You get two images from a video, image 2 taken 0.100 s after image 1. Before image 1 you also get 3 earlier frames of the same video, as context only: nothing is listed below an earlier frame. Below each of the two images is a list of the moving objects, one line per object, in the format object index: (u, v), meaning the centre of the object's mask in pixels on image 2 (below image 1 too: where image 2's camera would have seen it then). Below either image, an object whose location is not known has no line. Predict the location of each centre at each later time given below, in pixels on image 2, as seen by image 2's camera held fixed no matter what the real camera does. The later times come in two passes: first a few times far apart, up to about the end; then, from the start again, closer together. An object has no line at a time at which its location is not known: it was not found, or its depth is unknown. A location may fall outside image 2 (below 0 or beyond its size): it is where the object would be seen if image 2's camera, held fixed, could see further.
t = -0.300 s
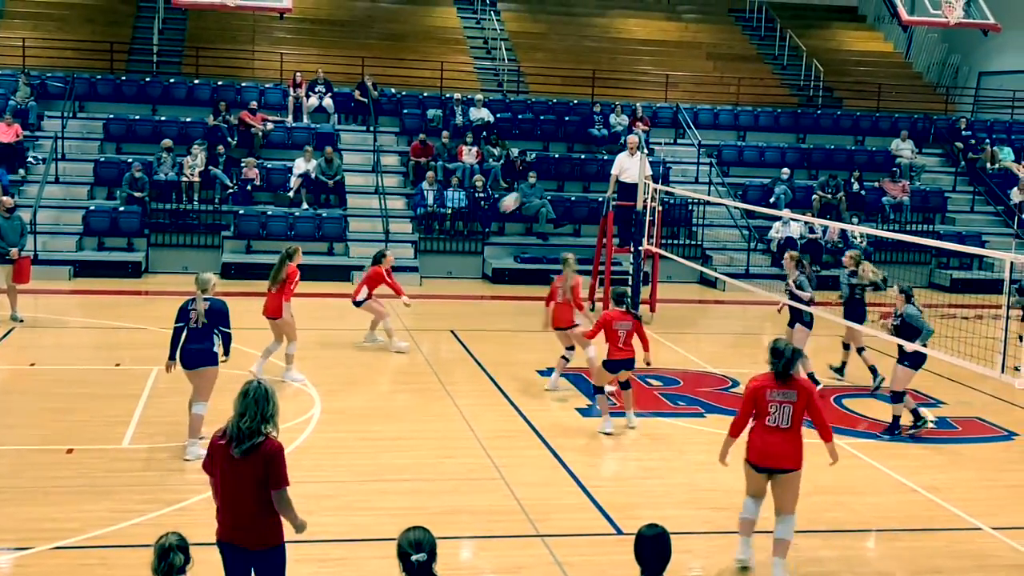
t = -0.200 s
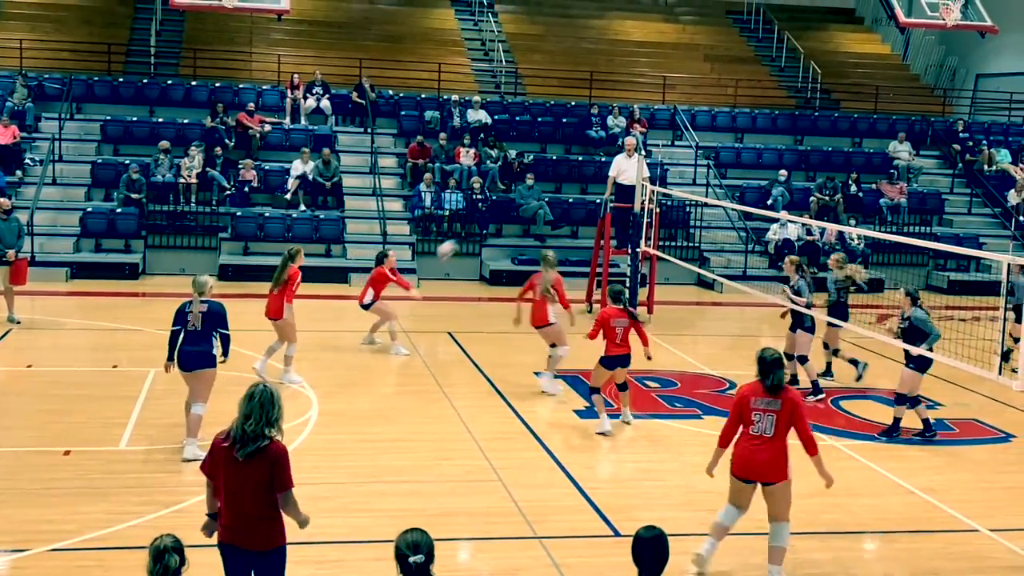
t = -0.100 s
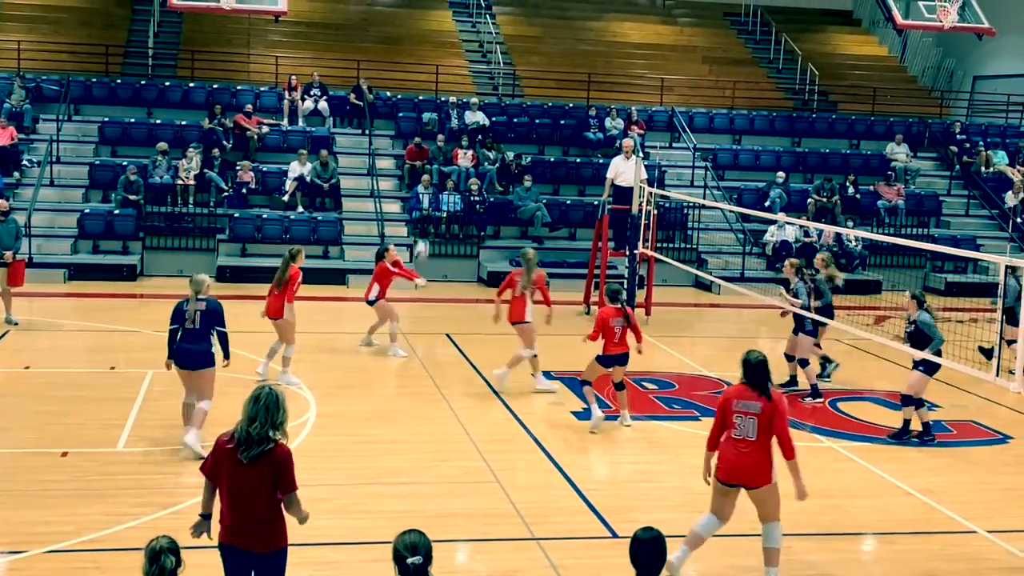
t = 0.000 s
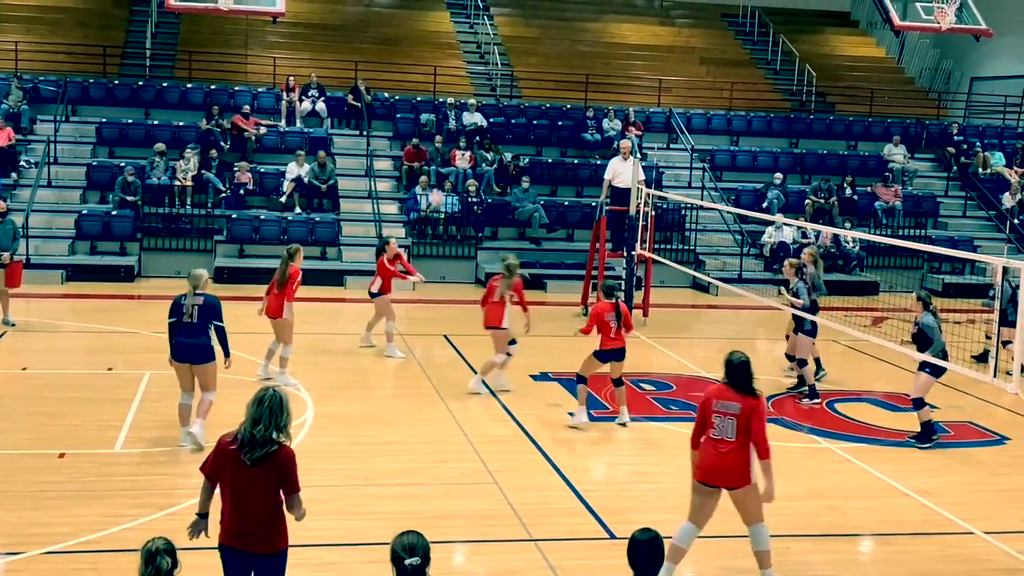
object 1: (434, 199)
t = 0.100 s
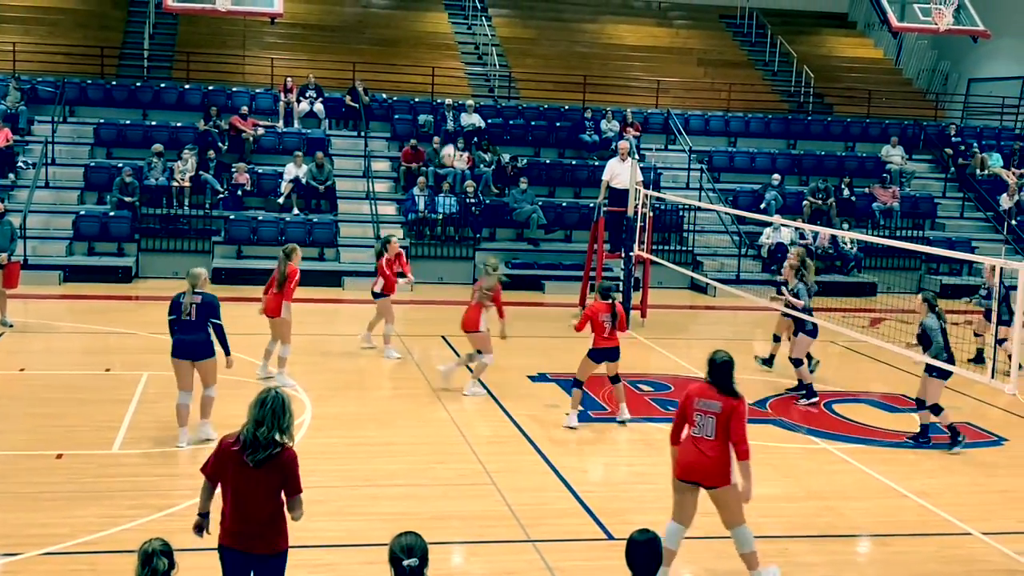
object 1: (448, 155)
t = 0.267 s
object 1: (474, 91)
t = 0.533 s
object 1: (515, 28)
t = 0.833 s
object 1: (560, 27)
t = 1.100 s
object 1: (601, 97)
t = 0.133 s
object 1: (454, 141)
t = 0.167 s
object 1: (458, 127)
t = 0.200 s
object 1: (466, 112)
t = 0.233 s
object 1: (469, 102)
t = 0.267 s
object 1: (474, 91)
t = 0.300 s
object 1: (479, 81)
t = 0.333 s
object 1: (484, 71)
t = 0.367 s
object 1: (490, 61)
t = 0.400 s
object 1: (494, 53)
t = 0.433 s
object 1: (499, 45)
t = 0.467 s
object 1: (504, 39)
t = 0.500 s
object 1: (509, 33)
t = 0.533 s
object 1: (515, 28)
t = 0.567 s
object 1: (520, 24)
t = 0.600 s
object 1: (524, 21)
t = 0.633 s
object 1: (529, 19)
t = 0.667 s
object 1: (534, 18)
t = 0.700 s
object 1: (539, 18)
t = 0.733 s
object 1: (545, 19)
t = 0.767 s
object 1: (550, 21)
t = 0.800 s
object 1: (555, 23)
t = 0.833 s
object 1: (560, 27)
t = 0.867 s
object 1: (565, 32)
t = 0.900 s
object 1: (570, 38)
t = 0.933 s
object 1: (575, 45)
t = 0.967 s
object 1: (580, 54)
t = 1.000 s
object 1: (586, 63)
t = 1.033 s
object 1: (590, 73)
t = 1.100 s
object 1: (601, 97)
